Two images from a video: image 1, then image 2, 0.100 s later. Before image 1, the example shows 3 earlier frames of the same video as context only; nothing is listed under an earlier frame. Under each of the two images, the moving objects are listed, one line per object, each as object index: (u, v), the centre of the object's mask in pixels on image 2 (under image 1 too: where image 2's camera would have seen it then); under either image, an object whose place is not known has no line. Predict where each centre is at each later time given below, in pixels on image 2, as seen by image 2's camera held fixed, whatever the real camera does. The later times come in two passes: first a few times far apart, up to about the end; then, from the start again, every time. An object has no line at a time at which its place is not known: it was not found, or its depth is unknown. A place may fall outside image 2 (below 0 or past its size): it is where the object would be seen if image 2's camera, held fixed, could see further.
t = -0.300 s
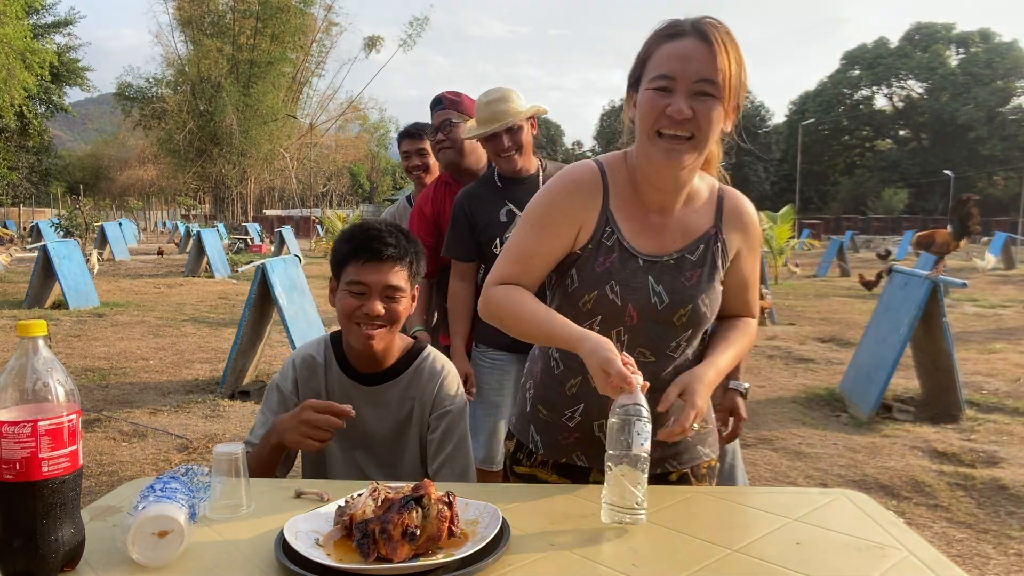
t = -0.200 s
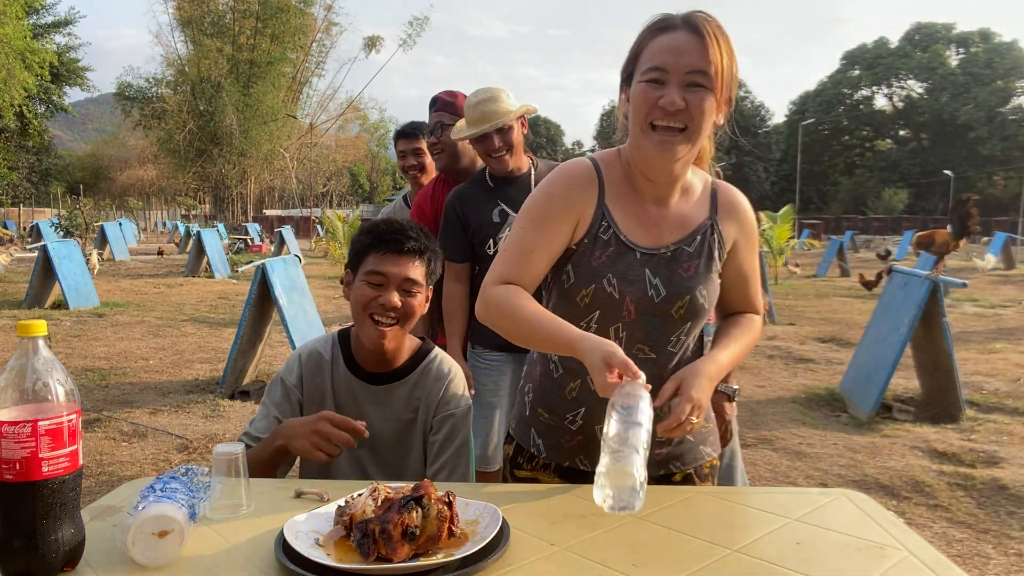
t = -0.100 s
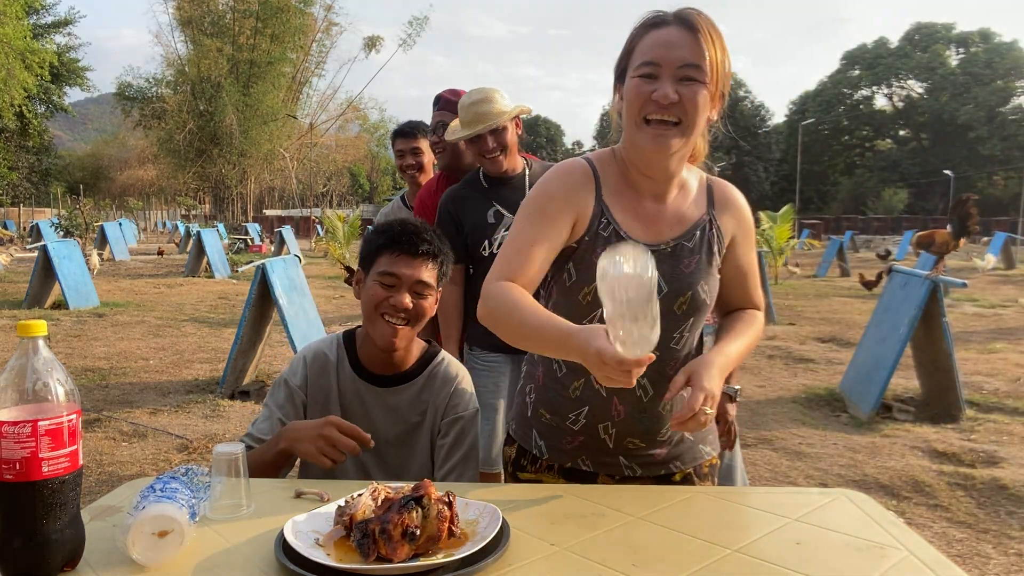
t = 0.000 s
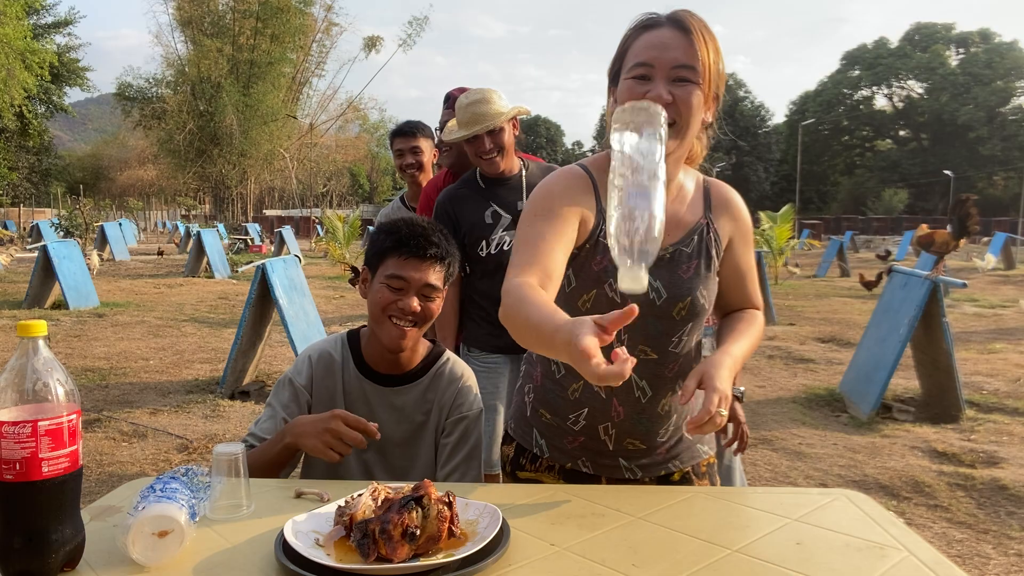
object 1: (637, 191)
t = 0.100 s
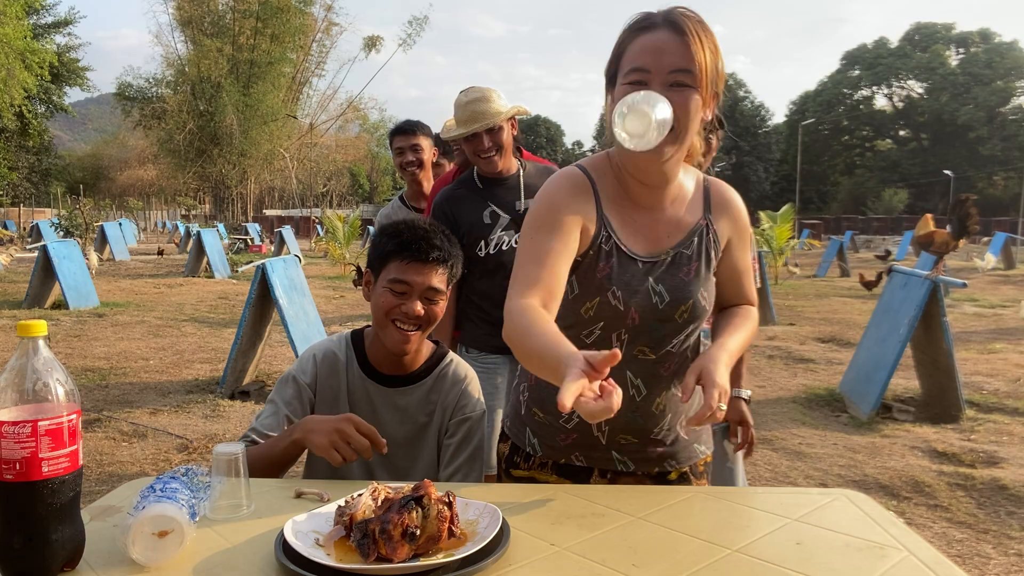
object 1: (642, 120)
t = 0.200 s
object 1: (647, 149)
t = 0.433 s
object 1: (650, 474)
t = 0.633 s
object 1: (649, 486)
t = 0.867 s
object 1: (648, 496)
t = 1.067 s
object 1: (647, 496)
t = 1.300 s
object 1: (647, 496)
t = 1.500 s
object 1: (651, 496)
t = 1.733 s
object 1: (650, 496)
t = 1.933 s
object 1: (650, 496)
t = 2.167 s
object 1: (650, 496)
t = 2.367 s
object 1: (650, 496)
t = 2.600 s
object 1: (650, 496)
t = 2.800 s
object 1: (650, 496)
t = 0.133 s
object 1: (645, 120)
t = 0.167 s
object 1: (646, 129)
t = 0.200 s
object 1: (647, 149)
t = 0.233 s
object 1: (648, 179)
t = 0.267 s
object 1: (649, 217)
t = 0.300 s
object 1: (650, 264)
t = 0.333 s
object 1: (650, 317)
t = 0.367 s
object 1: (650, 376)
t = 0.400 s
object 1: (649, 439)
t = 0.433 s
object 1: (650, 474)
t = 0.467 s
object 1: (652, 478)
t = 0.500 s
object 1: (650, 476)
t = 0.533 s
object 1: (652, 470)
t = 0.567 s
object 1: (652, 469)
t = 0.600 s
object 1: (651, 474)
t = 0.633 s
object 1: (649, 486)
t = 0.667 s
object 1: (651, 497)
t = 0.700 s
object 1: (650, 496)
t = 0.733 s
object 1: (648, 495)
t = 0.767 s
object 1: (647, 496)
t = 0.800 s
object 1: (648, 496)
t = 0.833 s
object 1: (648, 495)
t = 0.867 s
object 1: (648, 496)
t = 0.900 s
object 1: (648, 496)
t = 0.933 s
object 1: (648, 496)
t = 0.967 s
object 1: (648, 495)
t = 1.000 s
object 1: (647, 495)
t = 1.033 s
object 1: (647, 495)
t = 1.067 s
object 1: (647, 496)
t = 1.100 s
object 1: (647, 496)
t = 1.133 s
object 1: (647, 496)
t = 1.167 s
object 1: (647, 496)
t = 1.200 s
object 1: (647, 496)
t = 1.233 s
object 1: (647, 496)
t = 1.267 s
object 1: (647, 496)
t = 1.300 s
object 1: (647, 496)
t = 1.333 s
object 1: (648, 496)
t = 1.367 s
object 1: (649, 496)
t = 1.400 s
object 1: (650, 496)
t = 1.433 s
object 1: (651, 496)
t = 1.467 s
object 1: (650, 496)
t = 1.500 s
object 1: (651, 496)
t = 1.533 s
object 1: (652, 496)
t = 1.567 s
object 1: (652, 496)
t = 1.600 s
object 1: (652, 497)
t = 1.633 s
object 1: (652, 497)
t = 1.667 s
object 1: (651, 496)
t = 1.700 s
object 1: (650, 496)
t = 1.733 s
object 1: (650, 496)
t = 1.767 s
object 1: (650, 496)
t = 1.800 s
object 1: (650, 496)
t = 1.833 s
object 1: (649, 496)
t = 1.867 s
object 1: (649, 496)
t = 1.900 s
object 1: (649, 496)
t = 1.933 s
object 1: (650, 496)
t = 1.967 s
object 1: (650, 496)
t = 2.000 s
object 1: (650, 496)
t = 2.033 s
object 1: (650, 496)
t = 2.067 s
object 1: (651, 496)
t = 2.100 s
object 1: (651, 496)
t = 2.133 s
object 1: (651, 496)
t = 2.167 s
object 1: (650, 496)
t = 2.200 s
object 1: (649, 496)
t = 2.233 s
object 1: (650, 496)
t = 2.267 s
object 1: (650, 496)
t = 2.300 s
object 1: (650, 496)
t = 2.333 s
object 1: (650, 496)
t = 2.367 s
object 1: (650, 496)
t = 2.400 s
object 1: (651, 496)
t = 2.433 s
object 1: (651, 496)
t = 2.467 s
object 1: (651, 496)
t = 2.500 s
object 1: (650, 496)
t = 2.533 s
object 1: (650, 496)
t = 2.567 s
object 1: (650, 496)
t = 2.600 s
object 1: (650, 496)
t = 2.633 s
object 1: (650, 496)
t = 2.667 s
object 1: (650, 496)
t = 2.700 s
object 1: (651, 496)
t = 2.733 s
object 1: (650, 496)
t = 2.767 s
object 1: (650, 496)
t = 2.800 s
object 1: (650, 496)
